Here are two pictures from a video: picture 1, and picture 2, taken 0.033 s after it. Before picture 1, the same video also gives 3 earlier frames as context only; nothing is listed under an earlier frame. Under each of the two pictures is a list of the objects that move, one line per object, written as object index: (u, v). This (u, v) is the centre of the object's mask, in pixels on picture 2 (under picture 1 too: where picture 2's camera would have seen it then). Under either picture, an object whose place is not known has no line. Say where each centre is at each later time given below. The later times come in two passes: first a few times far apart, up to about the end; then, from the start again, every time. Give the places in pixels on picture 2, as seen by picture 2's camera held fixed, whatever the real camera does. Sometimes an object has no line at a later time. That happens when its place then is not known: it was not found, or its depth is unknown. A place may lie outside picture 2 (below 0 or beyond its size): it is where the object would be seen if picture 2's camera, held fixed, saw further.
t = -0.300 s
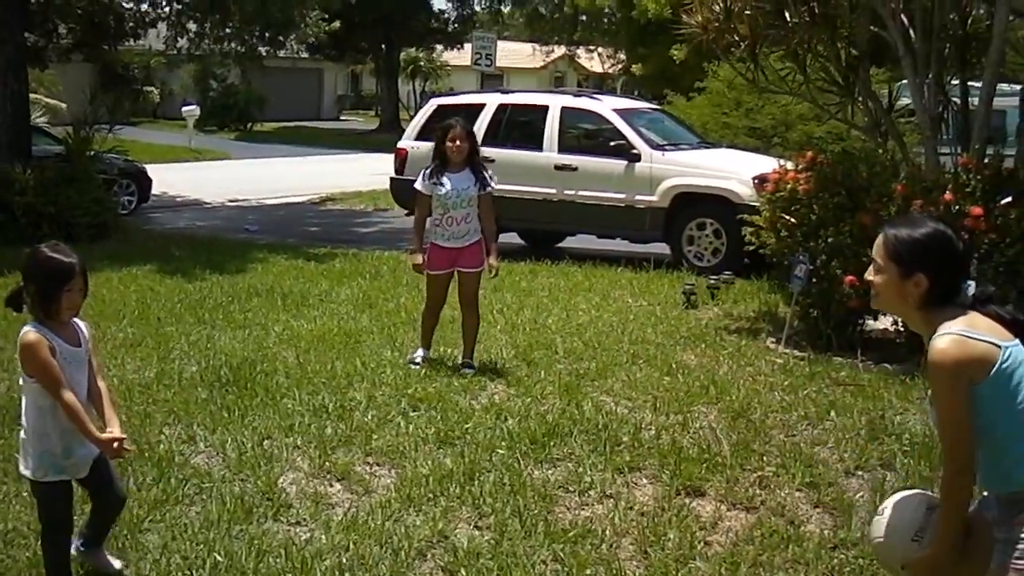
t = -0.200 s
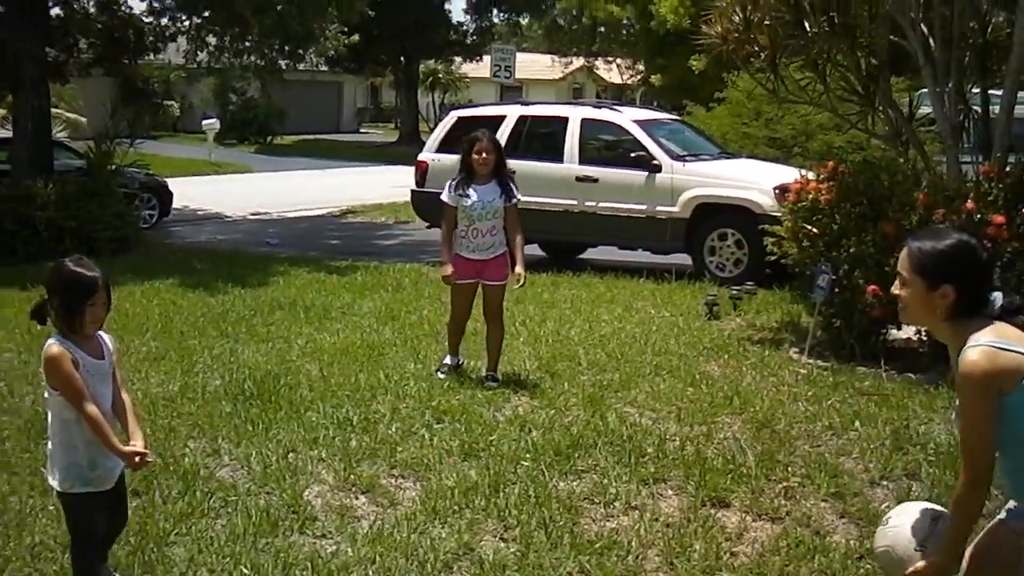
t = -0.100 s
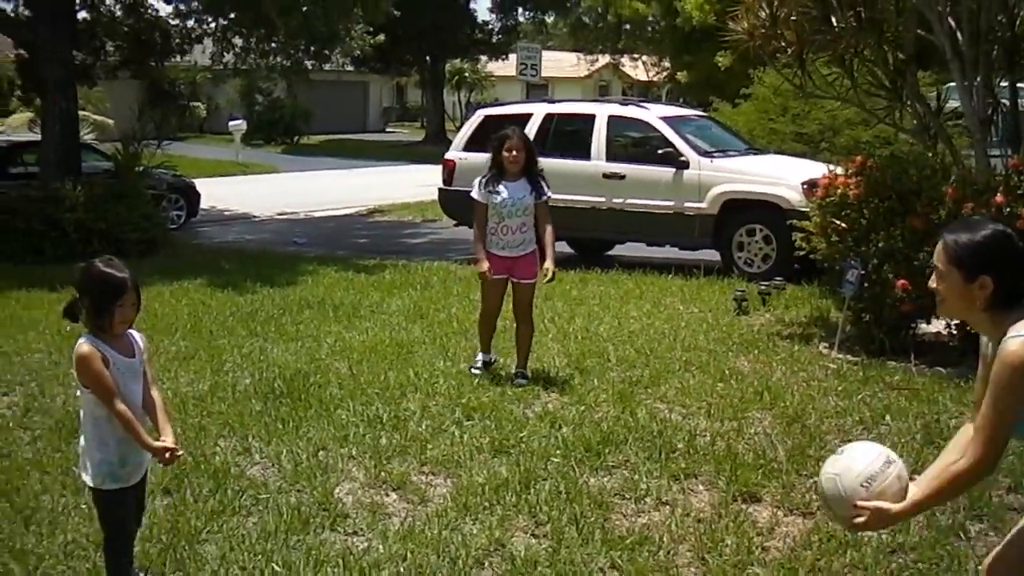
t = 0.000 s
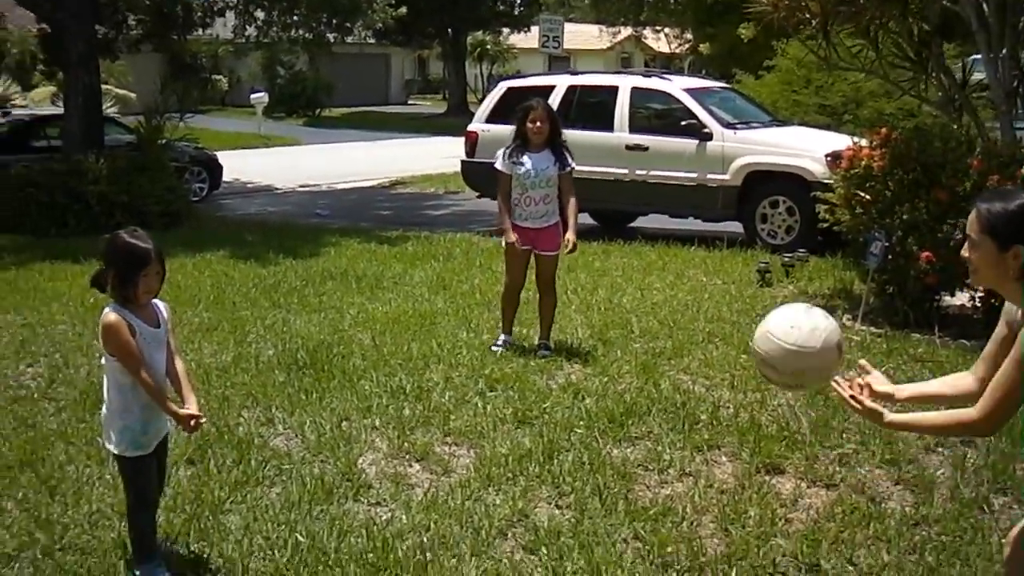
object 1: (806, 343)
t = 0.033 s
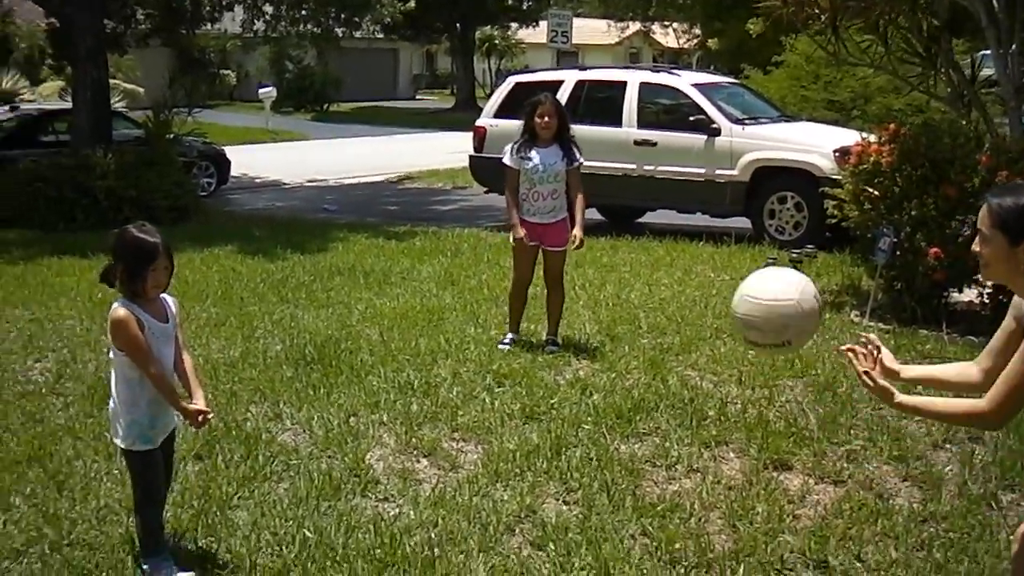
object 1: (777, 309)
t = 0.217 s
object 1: (617, 208)
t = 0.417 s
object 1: (452, 250)
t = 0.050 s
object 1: (762, 292)
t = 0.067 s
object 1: (747, 280)
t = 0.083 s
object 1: (732, 268)
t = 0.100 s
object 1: (718, 257)
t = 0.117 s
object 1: (703, 247)
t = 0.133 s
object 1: (689, 237)
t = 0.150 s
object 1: (674, 229)
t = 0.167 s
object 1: (660, 222)
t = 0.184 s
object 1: (645, 216)
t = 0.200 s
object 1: (631, 211)
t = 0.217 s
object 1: (617, 208)
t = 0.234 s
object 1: (602, 205)
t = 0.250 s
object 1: (588, 204)
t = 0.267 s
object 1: (574, 204)
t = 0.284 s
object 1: (560, 205)
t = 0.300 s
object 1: (546, 208)
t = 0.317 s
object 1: (532, 210)
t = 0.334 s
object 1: (518, 214)
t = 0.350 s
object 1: (504, 220)
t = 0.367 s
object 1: (491, 225)
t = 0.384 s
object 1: (478, 233)
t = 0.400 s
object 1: (465, 241)
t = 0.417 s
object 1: (452, 250)
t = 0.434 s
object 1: (439, 260)
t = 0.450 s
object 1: (427, 271)
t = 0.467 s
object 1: (414, 283)
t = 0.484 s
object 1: (401, 296)
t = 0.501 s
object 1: (389, 309)
